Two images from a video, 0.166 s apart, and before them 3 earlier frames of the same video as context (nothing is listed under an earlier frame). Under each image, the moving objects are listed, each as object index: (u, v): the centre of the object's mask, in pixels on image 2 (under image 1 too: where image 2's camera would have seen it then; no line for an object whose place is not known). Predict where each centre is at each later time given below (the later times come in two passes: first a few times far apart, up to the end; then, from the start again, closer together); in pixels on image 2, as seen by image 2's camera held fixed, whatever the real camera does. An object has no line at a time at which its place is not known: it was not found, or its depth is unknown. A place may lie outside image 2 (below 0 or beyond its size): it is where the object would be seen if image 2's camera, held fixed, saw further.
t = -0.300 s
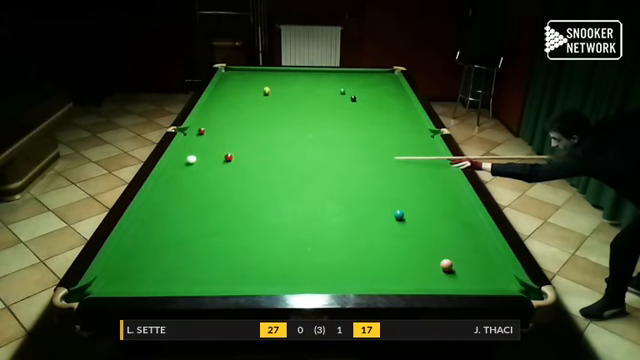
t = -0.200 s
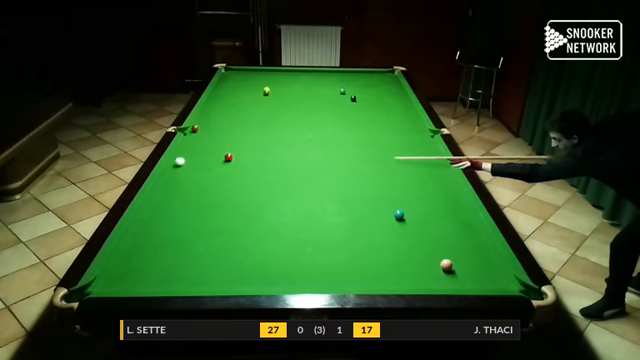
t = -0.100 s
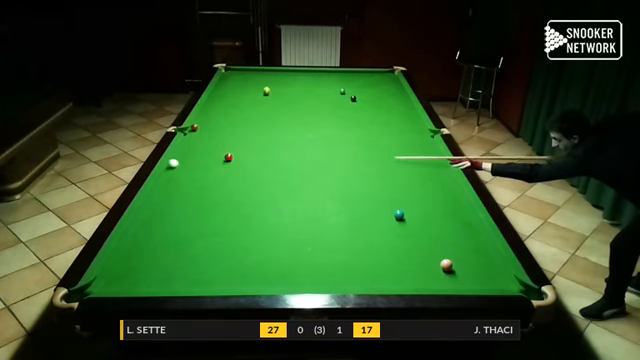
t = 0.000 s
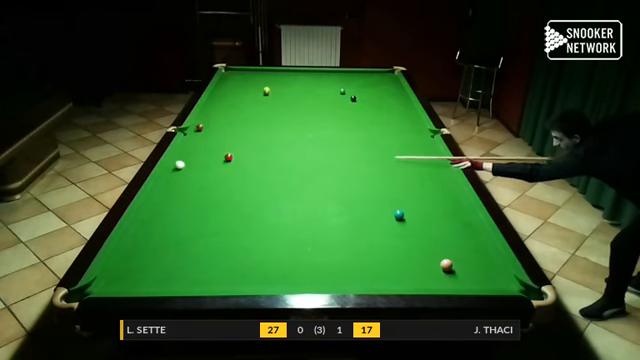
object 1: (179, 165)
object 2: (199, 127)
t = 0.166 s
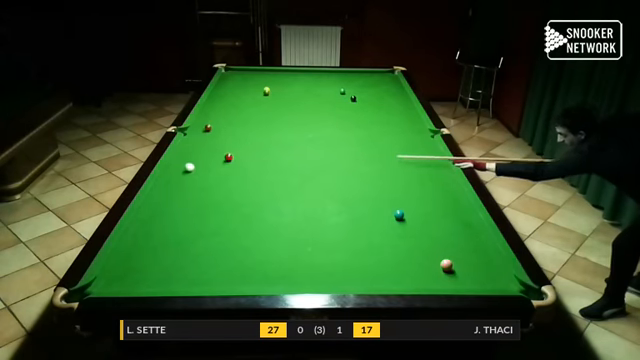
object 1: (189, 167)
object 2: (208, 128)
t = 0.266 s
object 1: (195, 168)
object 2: (212, 128)
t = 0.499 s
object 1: (208, 172)
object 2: (223, 128)
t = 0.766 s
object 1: (222, 175)
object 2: (234, 129)
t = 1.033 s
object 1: (236, 179)
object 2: (244, 129)
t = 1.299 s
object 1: (248, 182)
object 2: (252, 129)
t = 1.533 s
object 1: (258, 185)
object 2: (259, 130)
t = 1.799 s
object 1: (269, 187)
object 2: (266, 130)
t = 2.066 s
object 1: (278, 190)
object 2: (272, 131)
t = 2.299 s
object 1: (286, 192)
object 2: (277, 131)
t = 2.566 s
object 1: (294, 194)
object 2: (281, 131)
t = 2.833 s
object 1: (302, 196)
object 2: (284, 132)
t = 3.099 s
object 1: (308, 198)
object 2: (287, 132)
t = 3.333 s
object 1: (313, 199)
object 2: (289, 132)
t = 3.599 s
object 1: (317, 200)
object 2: (290, 132)
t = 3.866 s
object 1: (321, 201)
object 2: (291, 132)
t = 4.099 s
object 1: (324, 201)
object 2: (291, 132)
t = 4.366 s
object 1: (326, 202)
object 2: (291, 133)
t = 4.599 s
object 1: (327, 202)
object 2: (291, 133)
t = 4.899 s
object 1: (327, 202)
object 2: (291, 133)
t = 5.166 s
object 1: (327, 202)
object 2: (291, 133)
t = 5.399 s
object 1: (327, 202)
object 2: (291, 133)
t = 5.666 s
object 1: (327, 202)
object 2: (291, 133)
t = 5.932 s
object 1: (327, 202)
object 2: (291, 133)
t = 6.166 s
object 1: (327, 202)
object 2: (291, 133)
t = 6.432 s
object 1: (327, 202)
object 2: (291, 133)
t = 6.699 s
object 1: (327, 202)
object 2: (291, 133)
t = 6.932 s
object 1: (327, 202)
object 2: (291, 133)
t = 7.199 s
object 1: (327, 202)
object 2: (291, 133)
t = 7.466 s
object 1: (327, 202)
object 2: (291, 133)
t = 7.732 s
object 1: (327, 202)
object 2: (291, 133)
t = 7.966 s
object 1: (327, 202)
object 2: (291, 133)
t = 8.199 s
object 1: (327, 202)
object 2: (291, 133)
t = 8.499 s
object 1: (327, 202)
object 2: (291, 133)
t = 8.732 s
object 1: (327, 202)
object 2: (291, 133)
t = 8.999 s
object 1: (327, 202)
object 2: (291, 133)
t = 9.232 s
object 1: (327, 202)
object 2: (291, 133)
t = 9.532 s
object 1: (327, 202)
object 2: (291, 133)
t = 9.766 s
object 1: (327, 202)
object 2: (291, 133)
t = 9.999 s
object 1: (327, 202)
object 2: (291, 133)
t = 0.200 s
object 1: (191, 167)
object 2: (209, 128)
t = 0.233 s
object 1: (193, 168)
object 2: (211, 128)
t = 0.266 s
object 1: (195, 168)
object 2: (212, 128)
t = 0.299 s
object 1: (197, 169)
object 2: (214, 128)
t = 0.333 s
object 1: (199, 169)
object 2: (215, 128)
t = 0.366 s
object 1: (201, 170)
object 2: (217, 128)
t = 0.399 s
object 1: (203, 170)
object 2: (218, 128)
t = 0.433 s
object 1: (205, 171)
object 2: (220, 128)
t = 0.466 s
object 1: (206, 171)
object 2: (221, 128)
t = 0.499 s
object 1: (208, 172)
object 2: (223, 128)
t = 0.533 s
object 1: (210, 172)
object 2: (224, 128)
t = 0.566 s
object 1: (212, 173)
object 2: (226, 128)
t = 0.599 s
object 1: (214, 173)
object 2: (227, 128)
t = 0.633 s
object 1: (215, 173)
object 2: (229, 128)
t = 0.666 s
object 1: (217, 174)
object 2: (230, 129)
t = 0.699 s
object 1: (219, 174)
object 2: (231, 128)
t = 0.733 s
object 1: (220, 175)
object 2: (232, 129)
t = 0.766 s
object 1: (222, 175)
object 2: (234, 129)
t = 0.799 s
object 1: (224, 176)
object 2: (235, 129)
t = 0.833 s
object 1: (226, 176)
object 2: (236, 129)
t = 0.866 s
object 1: (227, 176)
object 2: (238, 129)
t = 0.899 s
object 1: (229, 177)
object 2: (239, 129)
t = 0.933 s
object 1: (231, 177)
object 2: (240, 129)
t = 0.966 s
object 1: (232, 178)
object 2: (241, 129)
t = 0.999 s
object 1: (234, 178)
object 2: (242, 129)
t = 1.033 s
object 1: (236, 179)
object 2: (244, 129)
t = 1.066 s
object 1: (237, 179)
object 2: (245, 129)
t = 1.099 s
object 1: (239, 179)
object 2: (246, 129)
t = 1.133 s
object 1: (240, 180)
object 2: (247, 129)
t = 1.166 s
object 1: (242, 180)
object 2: (248, 129)
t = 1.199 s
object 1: (243, 181)
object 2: (249, 129)
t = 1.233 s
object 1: (245, 181)
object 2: (250, 129)
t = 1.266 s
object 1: (246, 182)
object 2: (251, 129)
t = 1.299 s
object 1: (248, 182)
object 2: (252, 129)
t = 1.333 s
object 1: (249, 182)
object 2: (253, 129)
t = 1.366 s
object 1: (251, 182)
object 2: (254, 129)
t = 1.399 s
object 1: (252, 183)
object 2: (255, 129)
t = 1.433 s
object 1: (254, 183)
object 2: (256, 129)
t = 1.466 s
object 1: (255, 184)
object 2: (257, 129)
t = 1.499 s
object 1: (256, 184)
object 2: (258, 130)
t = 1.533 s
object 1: (258, 185)
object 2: (259, 130)
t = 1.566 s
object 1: (259, 185)
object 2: (260, 130)
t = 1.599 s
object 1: (261, 185)
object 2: (261, 130)
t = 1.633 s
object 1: (262, 186)
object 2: (262, 130)
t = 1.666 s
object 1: (263, 186)
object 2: (263, 130)
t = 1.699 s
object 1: (265, 186)
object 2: (264, 130)
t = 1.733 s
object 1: (266, 187)
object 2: (264, 130)
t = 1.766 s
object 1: (267, 187)
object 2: (265, 130)
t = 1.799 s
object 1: (269, 187)
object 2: (266, 130)
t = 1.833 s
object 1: (270, 188)
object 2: (267, 130)
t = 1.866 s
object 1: (271, 188)
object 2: (268, 130)
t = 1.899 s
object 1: (272, 188)
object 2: (269, 130)
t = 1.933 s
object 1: (273, 189)
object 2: (269, 130)
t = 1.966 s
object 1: (275, 189)
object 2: (270, 130)
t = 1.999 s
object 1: (276, 189)
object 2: (271, 130)
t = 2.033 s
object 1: (277, 190)
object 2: (272, 131)
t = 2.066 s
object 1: (278, 190)
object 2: (272, 131)
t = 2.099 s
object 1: (280, 190)
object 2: (273, 131)
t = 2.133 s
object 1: (281, 190)
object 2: (274, 131)
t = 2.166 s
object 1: (282, 191)
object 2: (274, 131)
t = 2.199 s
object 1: (283, 191)
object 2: (275, 131)
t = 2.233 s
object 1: (284, 191)
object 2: (275, 131)
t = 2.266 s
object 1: (285, 191)
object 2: (276, 131)
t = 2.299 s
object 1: (286, 192)
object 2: (277, 131)
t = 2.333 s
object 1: (287, 192)
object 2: (277, 131)
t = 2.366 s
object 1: (288, 193)
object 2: (278, 131)
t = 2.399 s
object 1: (289, 193)
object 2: (278, 131)
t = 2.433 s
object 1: (290, 193)
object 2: (279, 131)
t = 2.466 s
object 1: (292, 193)
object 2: (279, 131)
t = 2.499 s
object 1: (293, 193)
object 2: (280, 131)
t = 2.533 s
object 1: (293, 194)
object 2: (281, 131)
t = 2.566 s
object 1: (294, 194)
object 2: (281, 131)
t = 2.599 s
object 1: (295, 194)
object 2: (281, 131)
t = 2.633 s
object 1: (296, 194)
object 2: (282, 131)
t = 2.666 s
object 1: (297, 195)
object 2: (282, 131)
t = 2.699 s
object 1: (298, 195)
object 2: (283, 132)
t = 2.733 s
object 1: (299, 195)
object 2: (283, 132)
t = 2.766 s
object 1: (300, 195)
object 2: (284, 131)
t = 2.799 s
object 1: (301, 195)
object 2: (284, 132)
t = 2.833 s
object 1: (302, 196)
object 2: (284, 132)
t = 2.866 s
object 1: (303, 196)
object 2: (285, 132)
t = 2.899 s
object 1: (303, 196)
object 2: (286, 131)
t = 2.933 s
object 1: (304, 197)
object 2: (286, 132)
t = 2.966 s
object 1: (305, 197)
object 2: (286, 132)
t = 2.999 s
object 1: (306, 197)
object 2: (286, 132)
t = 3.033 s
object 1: (306, 197)
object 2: (287, 132)
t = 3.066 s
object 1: (307, 197)
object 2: (287, 132)
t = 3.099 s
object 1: (308, 198)
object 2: (287, 132)
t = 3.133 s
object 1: (309, 198)
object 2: (288, 132)
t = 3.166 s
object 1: (309, 198)
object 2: (288, 132)
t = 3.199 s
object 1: (310, 198)
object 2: (288, 132)
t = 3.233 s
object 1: (311, 198)
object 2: (288, 132)
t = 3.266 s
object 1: (312, 198)
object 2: (289, 132)
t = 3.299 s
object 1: (312, 199)
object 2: (289, 132)
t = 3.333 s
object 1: (313, 199)
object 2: (289, 132)
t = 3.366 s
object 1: (313, 199)
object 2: (289, 132)
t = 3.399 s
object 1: (314, 199)
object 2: (290, 132)
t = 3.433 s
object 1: (315, 199)
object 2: (290, 132)
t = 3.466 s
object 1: (315, 199)
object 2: (290, 132)
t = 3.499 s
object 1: (316, 199)
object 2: (290, 132)
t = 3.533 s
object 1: (316, 200)
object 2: (290, 132)
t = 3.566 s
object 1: (317, 200)
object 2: (290, 132)
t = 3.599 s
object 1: (317, 200)
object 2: (290, 132)
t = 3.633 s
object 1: (317, 200)
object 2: (290, 132)
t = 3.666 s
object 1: (318, 200)
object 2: (290, 132)
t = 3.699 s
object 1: (319, 200)
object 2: (291, 132)
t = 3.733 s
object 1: (320, 200)
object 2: (291, 132)
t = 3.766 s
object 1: (320, 200)
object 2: (291, 132)
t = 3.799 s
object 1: (320, 200)
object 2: (291, 132)
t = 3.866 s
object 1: (321, 201)
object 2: (291, 132)
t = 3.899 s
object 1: (322, 201)
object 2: (291, 133)
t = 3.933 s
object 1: (322, 201)
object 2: (291, 133)
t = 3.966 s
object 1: (323, 201)
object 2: (291, 132)
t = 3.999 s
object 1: (323, 201)
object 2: (291, 133)
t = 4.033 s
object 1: (323, 201)
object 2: (291, 133)
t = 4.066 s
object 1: (324, 201)
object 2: (291, 133)
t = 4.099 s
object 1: (324, 201)
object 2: (291, 132)
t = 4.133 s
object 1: (324, 201)
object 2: (291, 133)
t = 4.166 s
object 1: (325, 202)
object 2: (291, 133)
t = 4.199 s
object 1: (325, 202)
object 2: (291, 132)
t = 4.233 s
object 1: (325, 202)
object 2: (291, 133)
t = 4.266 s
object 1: (325, 202)
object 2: (291, 133)
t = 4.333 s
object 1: (326, 202)
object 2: (291, 133)
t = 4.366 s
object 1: (326, 202)
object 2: (291, 133)
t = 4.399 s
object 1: (326, 202)
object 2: (291, 132)
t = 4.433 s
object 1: (326, 202)
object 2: (291, 133)
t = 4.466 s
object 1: (326, 202)
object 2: (291, 133)
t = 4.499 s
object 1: (326, 202)
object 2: (291, 133)
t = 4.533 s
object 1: (327, 202)
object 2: (291, 133)
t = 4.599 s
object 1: (327, 202)
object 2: (291, 133)
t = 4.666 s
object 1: (327, 202)
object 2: (291, 132)
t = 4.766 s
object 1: (327, 202)
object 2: (291, 133)
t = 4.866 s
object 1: (327, 202)
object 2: (291, 133)
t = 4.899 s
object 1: (327, 202)
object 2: (291, 133)
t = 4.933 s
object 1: (327, 202)
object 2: (291, 133)
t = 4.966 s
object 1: (327, 202)
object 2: (291, 133)
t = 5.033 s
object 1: (327, 202)
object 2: (291, 133)
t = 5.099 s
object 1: (327, 202)
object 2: (291, 132)
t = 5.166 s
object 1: (327, 202)
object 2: (291, 133)
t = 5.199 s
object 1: (327, 202)
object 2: (291, 133)
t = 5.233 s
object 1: (327, 202)
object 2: (291, 133)
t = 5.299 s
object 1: (327, 202)
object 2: (291, 132)
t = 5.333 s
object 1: (327, 202)
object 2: (291, 133)
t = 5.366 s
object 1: (327, 202)
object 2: (291, 133)
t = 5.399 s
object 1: (327, 202)
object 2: (291, 133)
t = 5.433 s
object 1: (327, 202)
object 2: (291, 133)
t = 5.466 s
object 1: (327, 202)
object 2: (291, 133)
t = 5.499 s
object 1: (327, 202)
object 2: (291, 133)
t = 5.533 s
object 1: (327, 202)
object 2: (291, 133)
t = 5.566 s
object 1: (327, 202)
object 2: (291, 133)
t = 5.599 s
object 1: (327, 202)
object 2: (291, 133)
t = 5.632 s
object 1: (327, 202)
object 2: (291, 133)
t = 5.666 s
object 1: (327, 202)
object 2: (291, 133)
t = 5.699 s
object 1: (327, 202)
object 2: (291, 133)
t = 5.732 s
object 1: (327, 202)
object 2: (291, 133)
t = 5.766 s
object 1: (327, 202)
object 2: (291, 133)
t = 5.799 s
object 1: (327, 202)
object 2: (291, 133)
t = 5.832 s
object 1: (327, 202)
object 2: (291, 133)
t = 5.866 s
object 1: (327, 202)
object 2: (291, 133)
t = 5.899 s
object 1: (327, 202)
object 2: (291, 133)
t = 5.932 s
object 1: (327, 202)
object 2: (291, 133)
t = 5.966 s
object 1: (327, 202)
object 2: (291, 133)
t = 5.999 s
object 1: (327, 202)
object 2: (291, 133)
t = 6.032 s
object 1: (327, 202)
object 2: (291, 133)
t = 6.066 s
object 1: (327, 202)
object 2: (291, 133)
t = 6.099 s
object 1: (327, 202)
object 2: (291, 133)
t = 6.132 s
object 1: (327, 202)
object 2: (291, 133)
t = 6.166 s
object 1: (327, 202)
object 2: (291, 133)
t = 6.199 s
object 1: (327, 202)
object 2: (291, 133)
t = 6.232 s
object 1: (327, 202)
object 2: (291, 133)
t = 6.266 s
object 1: (327, 202)
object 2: (291, 133)
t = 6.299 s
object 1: (327, 202)
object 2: (291, 133)
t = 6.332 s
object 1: (327, 202)
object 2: (291, 133)
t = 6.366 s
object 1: (327, 202)
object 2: (291, 133)
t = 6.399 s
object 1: (327, 202)
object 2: (291, 133)
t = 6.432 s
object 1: (327, 202)
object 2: (291, 133)
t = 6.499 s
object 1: (327, 202)
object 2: (291, 133)
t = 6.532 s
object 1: (327, 202)
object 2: (291, 133)
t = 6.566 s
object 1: (327, 202)
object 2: (291, 133)
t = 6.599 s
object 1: (327, 202)
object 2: (291, 133)
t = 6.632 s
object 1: (327, 202)
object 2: (291, 133)
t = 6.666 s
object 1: (327, 202)
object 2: (291, 133)
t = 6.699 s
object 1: (327, 202)
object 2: (291, 133)
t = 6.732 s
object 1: (327, 202)
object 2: (291, 133)
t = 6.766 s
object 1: (327, 202)
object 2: (291, 133)
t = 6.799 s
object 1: (327, 202)
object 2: (291, 133)
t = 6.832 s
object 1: (327, 202)
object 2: (291, 133)
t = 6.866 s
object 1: (327, 202)
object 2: (291, 133)
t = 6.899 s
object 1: (327, 202)
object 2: (291, 133)
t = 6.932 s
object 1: (327, 202)
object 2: (291, 133)
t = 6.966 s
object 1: (327, 202)
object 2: (291, 133)
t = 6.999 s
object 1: (327, 202)
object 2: (291, 133)
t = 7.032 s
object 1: (327, 202)
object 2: (291, 133)
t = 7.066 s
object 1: (327, 202)
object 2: (291, 133)
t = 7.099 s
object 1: (327, 202)
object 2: (291, 133)
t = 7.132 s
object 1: (327, 202)
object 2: (291, 133)
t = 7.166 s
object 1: (327, 202)
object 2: (291, 133)
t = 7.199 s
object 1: (327, 202)
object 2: (291, 133)
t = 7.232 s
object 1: (327, 202)
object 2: (291, 133)
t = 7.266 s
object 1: (327, 202)
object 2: (291, 133)
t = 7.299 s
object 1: (327, 202)
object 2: (291, 133)
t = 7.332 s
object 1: (327, 202)
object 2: (291, 133)
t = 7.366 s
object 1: (327, 202)
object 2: (291, 133)
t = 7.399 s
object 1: (327, 202)
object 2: (291, 133)
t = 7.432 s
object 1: (327, 202)
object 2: (291, 133)
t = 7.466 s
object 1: (327, 202)
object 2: (291, 133)
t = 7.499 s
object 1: (327, 202)
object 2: (291, 133)
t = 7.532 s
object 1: (327, 202)
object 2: (291, 133)
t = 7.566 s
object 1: (327, 202)
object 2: (291, 133)
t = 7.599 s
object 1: (327, 202)
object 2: (291, 133)
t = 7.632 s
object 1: (327, 202)
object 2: (291, 133)
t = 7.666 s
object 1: (327, 202)
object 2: (291, 133)
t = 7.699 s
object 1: (327, 202)
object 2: (291, 133)
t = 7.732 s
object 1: (327, 202)
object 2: (291, 133)
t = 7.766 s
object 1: (327, 202)
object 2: (291, 133)
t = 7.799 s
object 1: (327, 202)
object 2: (291, 133)
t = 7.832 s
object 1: (327, 202)
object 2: (291, 133)
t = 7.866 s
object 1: (327, 202)
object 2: (291, 133)
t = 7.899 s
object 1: (327, 202)
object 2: (291, 133)
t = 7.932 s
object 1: (327, 202)
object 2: (291, 133)
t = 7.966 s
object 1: (327, 202)
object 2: (291, 133)
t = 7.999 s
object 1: (327, 202)
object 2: (291, 133)
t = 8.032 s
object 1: (327, 202)
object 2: (291, 133)
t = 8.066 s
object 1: (327, 202)
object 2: (291, 133)
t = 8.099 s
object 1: (327, 202)
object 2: (291, 133)
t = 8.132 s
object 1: (327, 202)
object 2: (291, 133)
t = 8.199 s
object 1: (327, 202)
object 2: (291, 133)
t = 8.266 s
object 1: (327, 202)
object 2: (291, 133)
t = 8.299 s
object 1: (327, 202)
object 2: (291, 133)
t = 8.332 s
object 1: (327, 202)
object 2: (291, 133)
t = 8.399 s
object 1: (327, 202)
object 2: (291, 133)
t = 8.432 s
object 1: (327, 202)
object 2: (291, 133)
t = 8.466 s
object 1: (327, 202)
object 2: (291, 133)
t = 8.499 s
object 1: (327, 202)
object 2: (291, 133)
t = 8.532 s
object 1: (327, 202)
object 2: (291, 133)
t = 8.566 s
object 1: (327, 202)
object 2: (291, 133)
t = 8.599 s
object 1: (327, 202)
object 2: (291, 133)
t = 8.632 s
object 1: (327, 202)
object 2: (291, 133)
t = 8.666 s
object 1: (327, 202)
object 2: (291, 133)
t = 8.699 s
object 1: (327, 202)
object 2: (291, 133)
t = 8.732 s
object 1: (327, 202)
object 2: (291, 133)
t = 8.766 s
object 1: (327, 202)
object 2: (291, 133)
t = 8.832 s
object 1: (327, 202)
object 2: (291, 133)
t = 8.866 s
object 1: (327, 202)
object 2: (291, 133)
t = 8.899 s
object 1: (327, 202)
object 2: (291, 133)
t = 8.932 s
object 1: (327, 202)
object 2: (291, 133)
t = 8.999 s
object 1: (327, 202)
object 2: (291, 133)
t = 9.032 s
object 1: (327, 202)
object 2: (291, 133)
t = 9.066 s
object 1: (327, 202)
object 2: (291, 133)
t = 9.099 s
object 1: (327, 202)
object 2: (291, 133)
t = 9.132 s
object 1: (327, 202)
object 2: (291, 133)
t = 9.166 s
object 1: (327, 202)
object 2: (291, 133)
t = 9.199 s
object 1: (327, 202)
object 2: (291, 133)
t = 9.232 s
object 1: (327, 202)
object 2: (291, 133)
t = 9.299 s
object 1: (327, 202)
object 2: (291, 133)
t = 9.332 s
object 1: (327, 202)
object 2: (291, 133)
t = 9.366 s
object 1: (327, 202)
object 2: (291, 133)
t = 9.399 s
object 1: (327, 202)
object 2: (291, 133)
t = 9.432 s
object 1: (327, 202)
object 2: (291, 133)
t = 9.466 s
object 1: (327, 202)
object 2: (291, 133)
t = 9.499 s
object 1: (327, 202)
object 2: (291, 133)
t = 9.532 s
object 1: (327, 202)
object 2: (291, 133)
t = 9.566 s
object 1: (327, 202)
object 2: (291, 133)
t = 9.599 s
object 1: (327, 202)
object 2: (291, 133)
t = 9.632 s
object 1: (327, 202)
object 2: (291, 133)
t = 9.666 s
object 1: (327, 202)
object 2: (291, 133)
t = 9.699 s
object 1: (327, 202)
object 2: (291, 133)
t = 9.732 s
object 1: (327, 202)
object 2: (291, 133)
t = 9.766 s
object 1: (327, 202)
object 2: (291, 133)
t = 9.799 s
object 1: (327, 202)
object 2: (291, 133)
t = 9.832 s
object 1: (327, 202)
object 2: (291, 133)
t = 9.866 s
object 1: (327, 202)
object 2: (291, 133)
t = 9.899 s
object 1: (327, 202)
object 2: (291, 133)
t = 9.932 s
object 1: (327, 202)
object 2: (291, 133)
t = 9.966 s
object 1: (327, 202)
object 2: (291, 133)
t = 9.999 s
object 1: (327, 202)
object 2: (291, 133)
